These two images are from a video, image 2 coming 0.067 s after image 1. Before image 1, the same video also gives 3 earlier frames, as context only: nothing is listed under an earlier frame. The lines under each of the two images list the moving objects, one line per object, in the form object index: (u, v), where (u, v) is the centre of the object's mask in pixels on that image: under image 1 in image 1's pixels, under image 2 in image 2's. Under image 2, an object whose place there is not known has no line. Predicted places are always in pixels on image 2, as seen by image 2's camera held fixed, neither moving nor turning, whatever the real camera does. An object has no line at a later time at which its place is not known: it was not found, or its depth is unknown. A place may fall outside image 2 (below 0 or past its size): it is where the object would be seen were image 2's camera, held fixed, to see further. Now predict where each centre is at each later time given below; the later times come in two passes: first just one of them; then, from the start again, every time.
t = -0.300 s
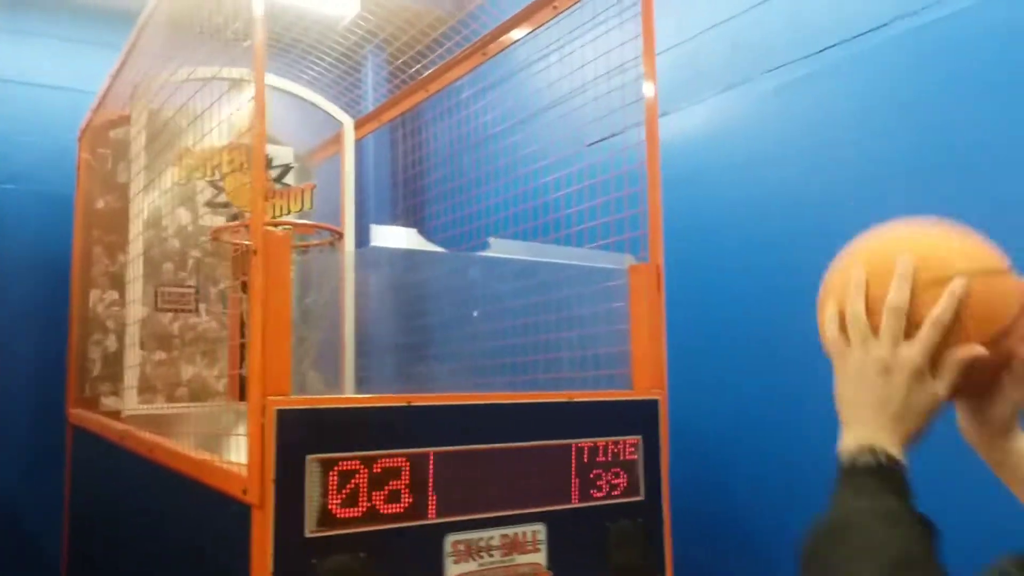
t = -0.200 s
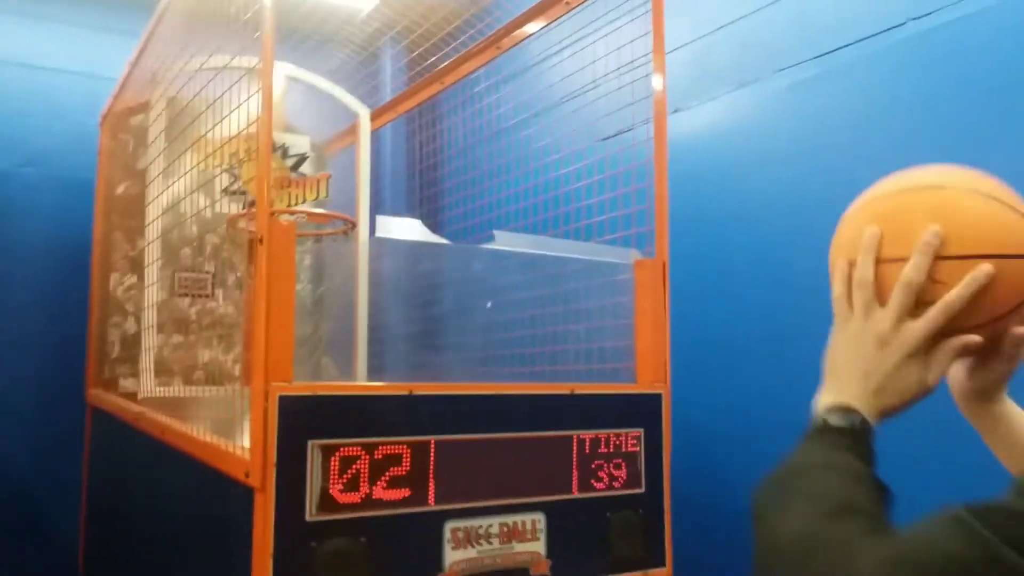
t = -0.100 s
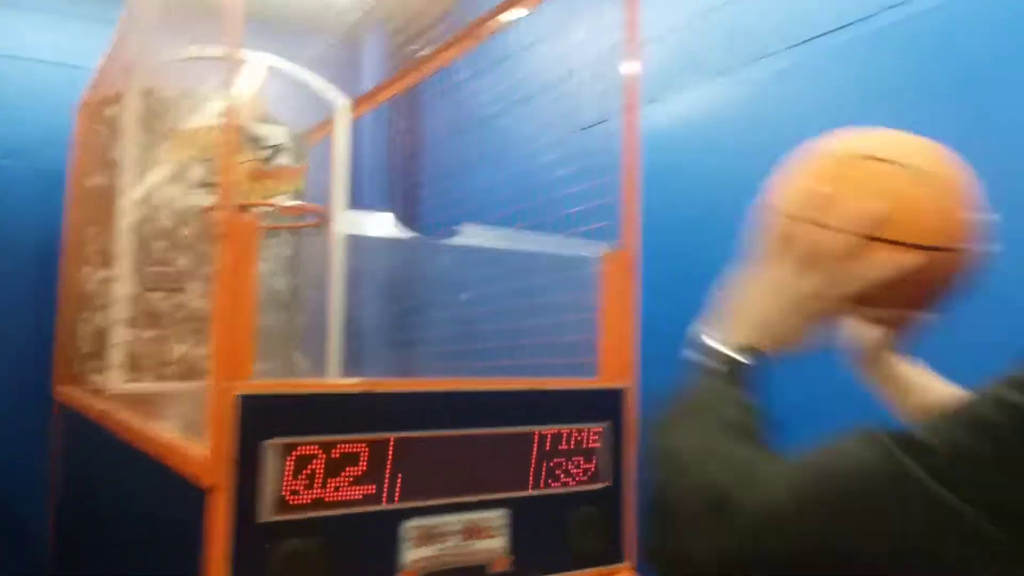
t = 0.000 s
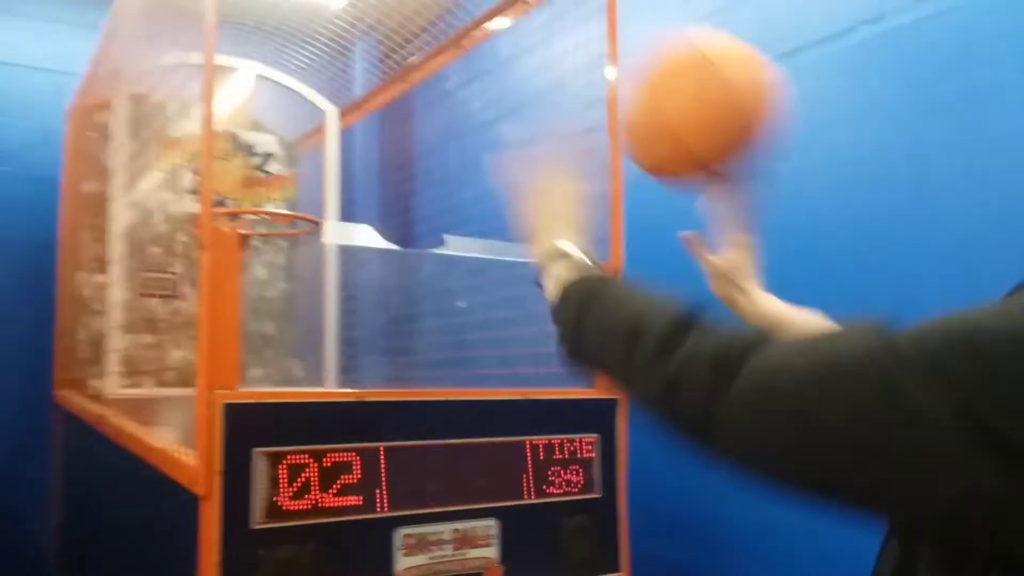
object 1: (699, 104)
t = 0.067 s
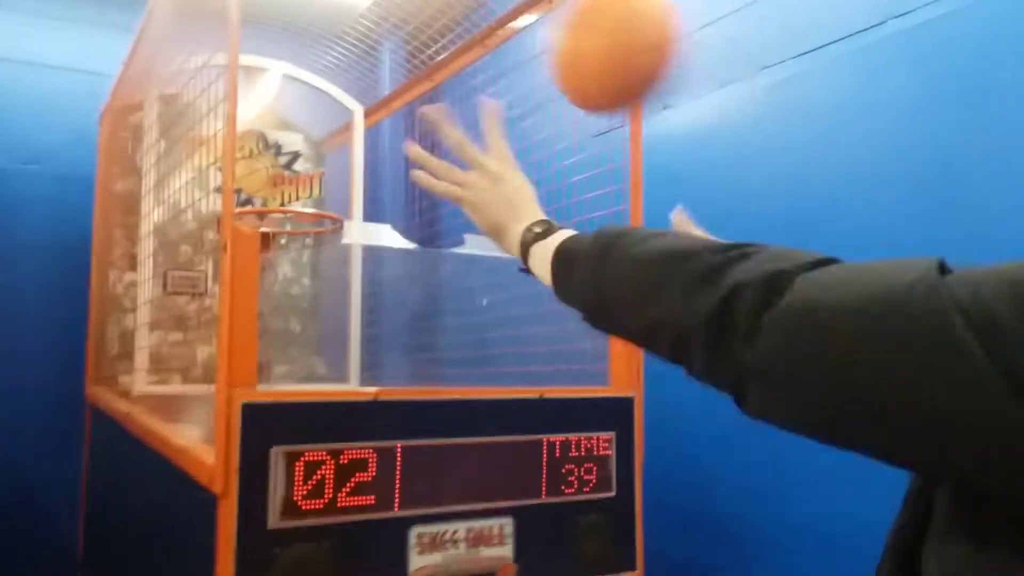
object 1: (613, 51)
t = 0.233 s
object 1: (453, 41)
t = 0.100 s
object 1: (569, 39)
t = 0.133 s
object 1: (530, 39)
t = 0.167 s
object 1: (498, 39)
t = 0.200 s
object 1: (475, 40)
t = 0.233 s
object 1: (453, 41)
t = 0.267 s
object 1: (431, 47)
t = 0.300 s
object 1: (411, 53)
